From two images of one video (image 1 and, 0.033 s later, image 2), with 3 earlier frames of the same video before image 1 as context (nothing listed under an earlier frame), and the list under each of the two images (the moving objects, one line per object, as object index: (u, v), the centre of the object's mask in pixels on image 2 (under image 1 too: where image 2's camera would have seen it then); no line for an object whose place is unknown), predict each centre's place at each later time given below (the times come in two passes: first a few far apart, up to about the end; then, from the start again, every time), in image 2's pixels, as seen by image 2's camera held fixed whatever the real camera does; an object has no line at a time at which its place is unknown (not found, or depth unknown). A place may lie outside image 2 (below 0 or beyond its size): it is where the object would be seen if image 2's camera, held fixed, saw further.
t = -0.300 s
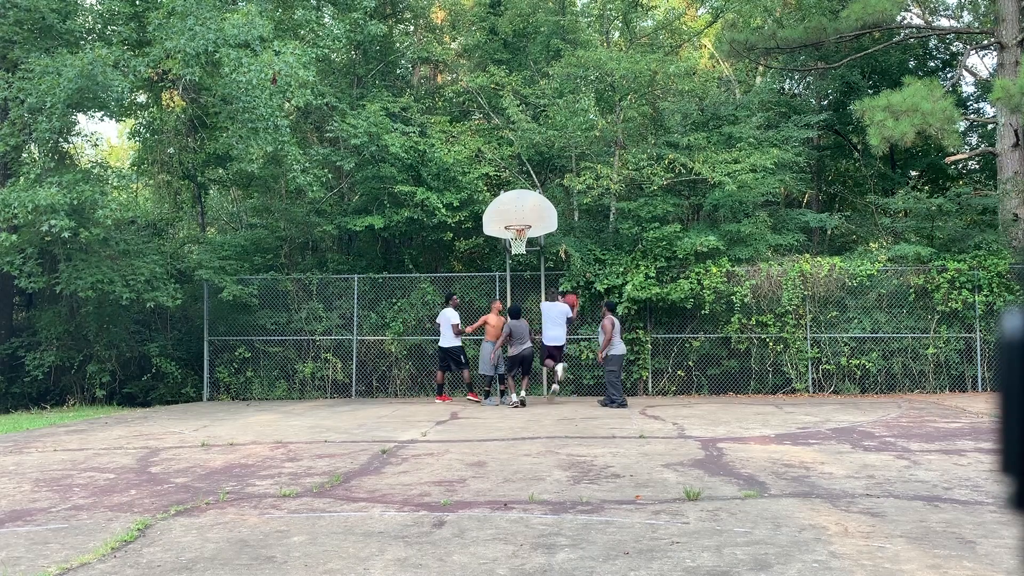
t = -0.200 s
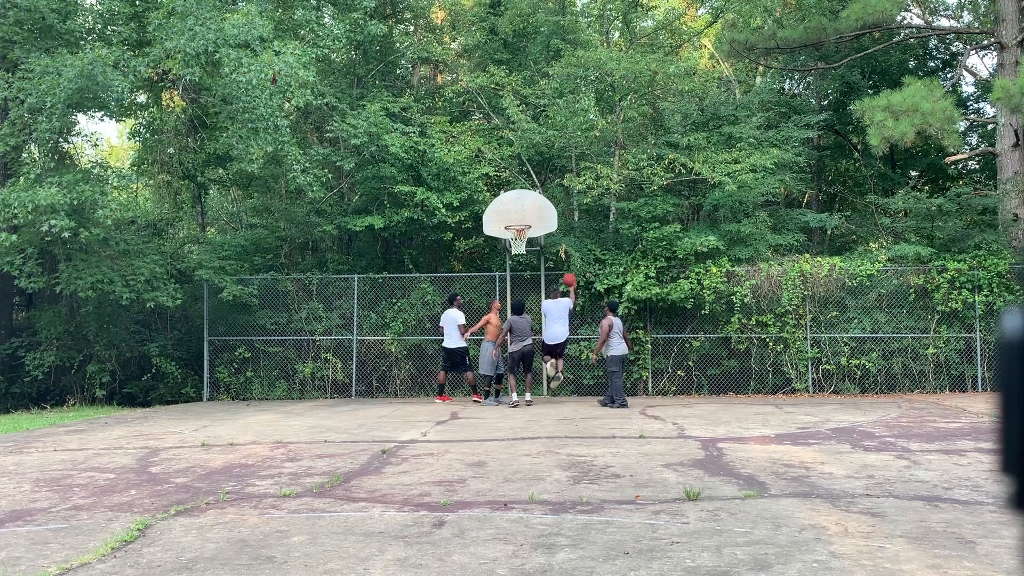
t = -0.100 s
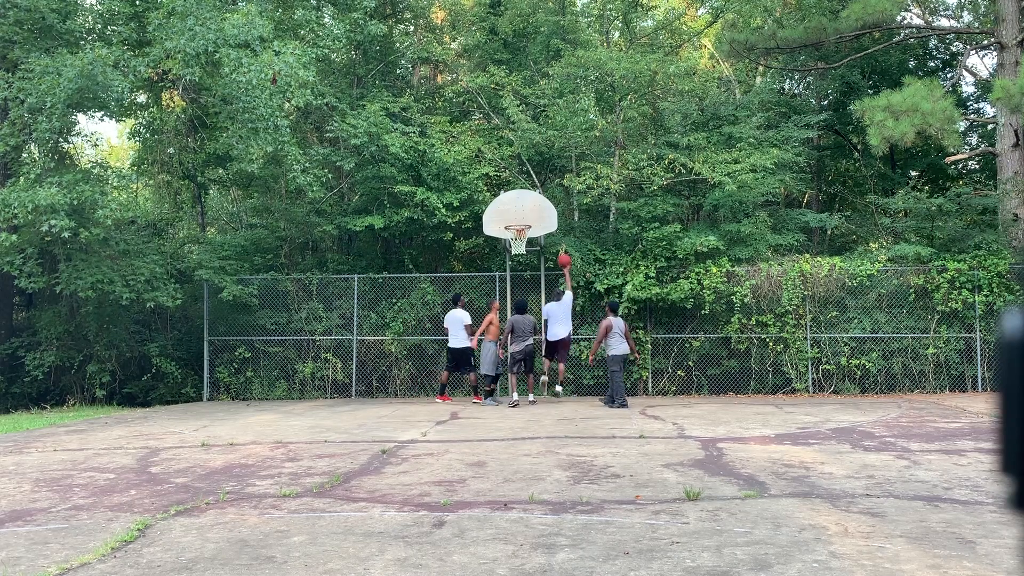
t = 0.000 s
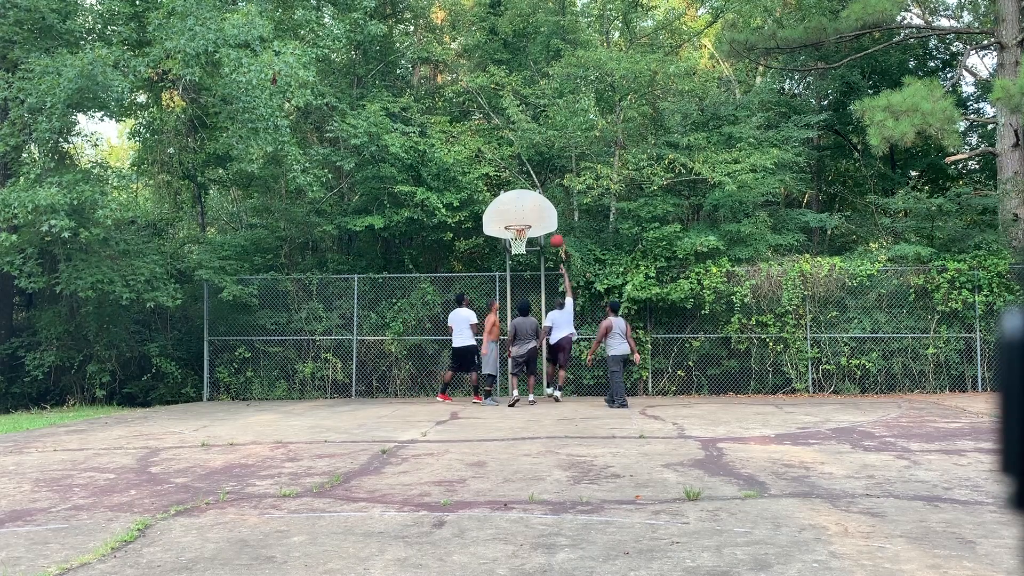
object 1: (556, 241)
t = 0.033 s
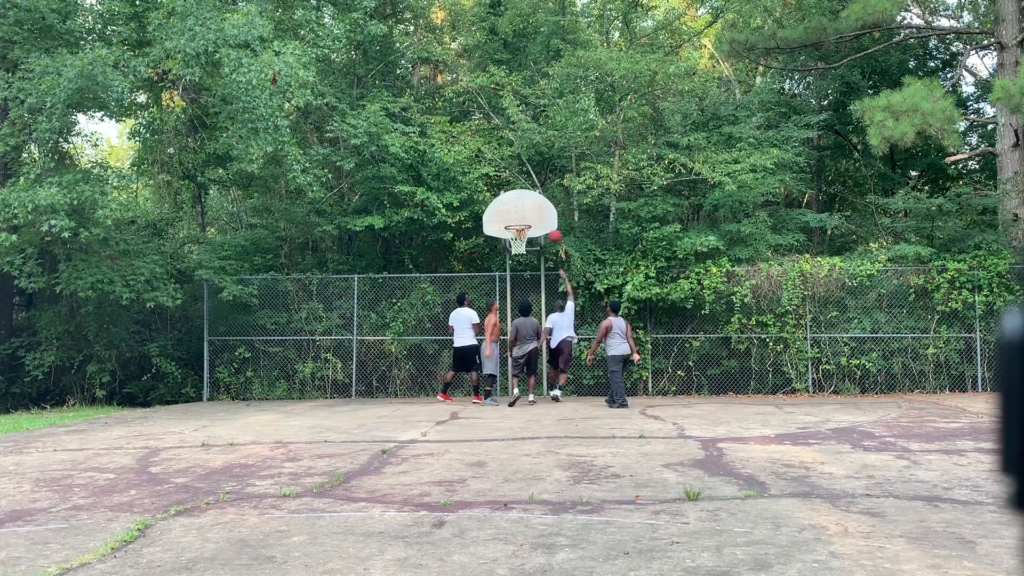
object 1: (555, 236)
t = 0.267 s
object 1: (538, 216)
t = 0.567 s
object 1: (523, 221)
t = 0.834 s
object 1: (511, 243)
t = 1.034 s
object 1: (513, 259)
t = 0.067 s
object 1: (552, 230)
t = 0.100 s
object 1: (550, 224)
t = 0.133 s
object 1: (547, 222)
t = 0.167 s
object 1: (545, 220)
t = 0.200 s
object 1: (543, 218)
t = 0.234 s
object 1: (541, 217)
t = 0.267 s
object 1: (538, 216)
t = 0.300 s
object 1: (536, 216)
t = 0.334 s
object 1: (534, 216)
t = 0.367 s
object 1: (532, 217)
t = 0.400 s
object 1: (531, 217)
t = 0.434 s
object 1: (529, 217)
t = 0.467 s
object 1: (527, 217)
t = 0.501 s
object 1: (526, 218)
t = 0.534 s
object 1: (524, 220)
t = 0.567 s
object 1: (523, 221)
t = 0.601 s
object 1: (520, 224)
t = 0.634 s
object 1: (519, 225)
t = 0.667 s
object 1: (517, 229)
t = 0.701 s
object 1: (515, 233)
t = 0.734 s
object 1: (514, 235)
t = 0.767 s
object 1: (512, 240)
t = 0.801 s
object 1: (512, 242)
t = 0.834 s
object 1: (511, 243)
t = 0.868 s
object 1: (511, 248)
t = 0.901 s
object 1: (512, 249)
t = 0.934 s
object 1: (513, 250)
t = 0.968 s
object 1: (512, 252)
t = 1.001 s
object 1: (513, 256)
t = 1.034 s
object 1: (513, 259)
